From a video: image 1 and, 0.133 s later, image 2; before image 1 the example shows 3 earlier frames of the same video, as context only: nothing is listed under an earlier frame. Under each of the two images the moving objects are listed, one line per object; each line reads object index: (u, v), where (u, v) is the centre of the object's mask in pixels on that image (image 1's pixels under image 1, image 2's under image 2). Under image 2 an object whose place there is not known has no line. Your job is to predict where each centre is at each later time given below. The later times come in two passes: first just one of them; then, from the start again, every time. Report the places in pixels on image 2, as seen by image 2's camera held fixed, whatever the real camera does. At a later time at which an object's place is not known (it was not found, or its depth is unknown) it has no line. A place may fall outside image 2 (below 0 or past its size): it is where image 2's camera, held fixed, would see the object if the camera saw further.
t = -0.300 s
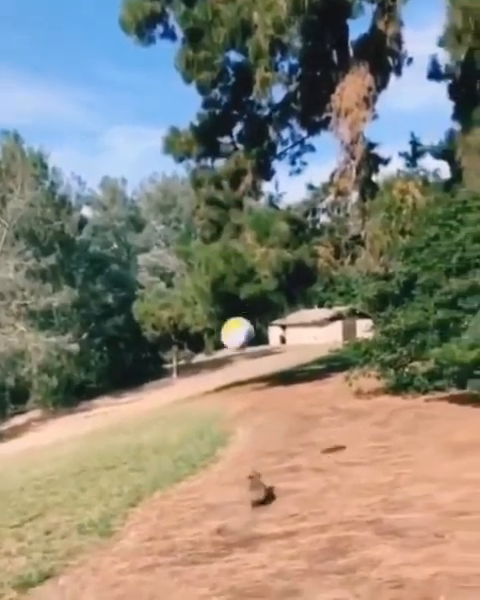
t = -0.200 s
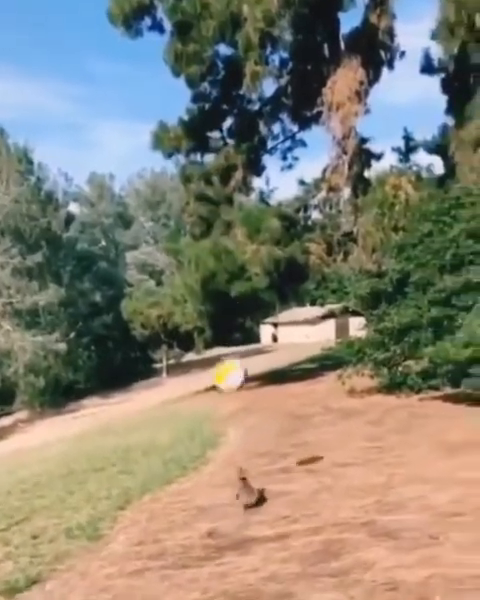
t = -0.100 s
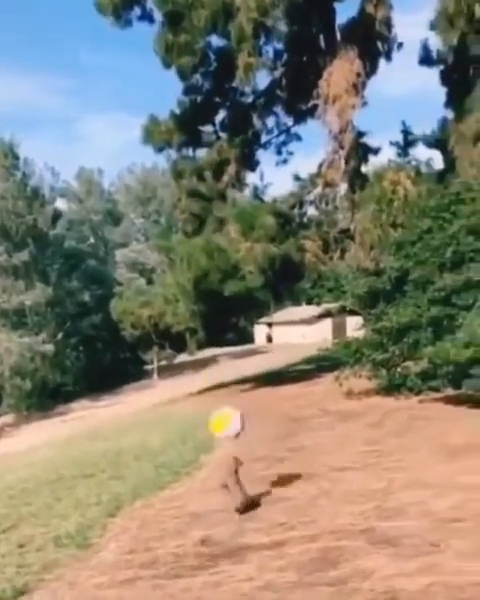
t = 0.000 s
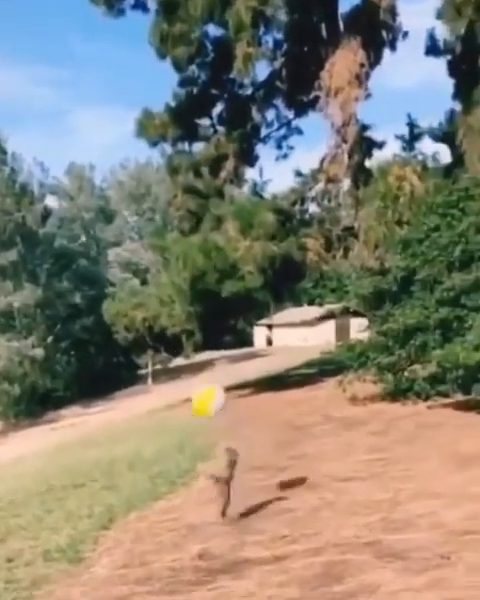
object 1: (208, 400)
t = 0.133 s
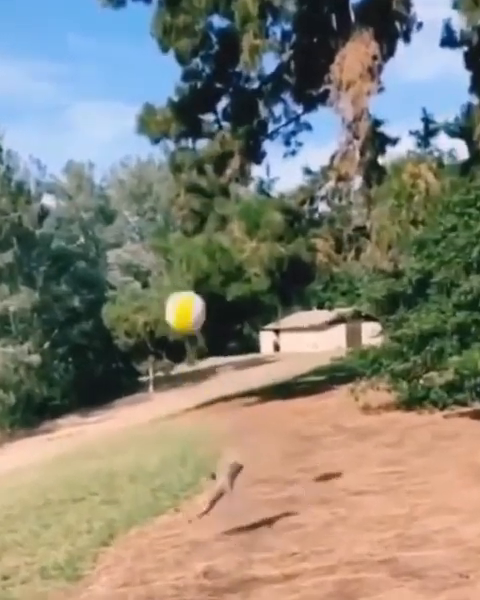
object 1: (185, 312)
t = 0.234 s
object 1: (166, 248)
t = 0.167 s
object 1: (179, 289)
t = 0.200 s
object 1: (171, 267)
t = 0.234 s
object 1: (166, 248)
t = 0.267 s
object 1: (161, 229)
